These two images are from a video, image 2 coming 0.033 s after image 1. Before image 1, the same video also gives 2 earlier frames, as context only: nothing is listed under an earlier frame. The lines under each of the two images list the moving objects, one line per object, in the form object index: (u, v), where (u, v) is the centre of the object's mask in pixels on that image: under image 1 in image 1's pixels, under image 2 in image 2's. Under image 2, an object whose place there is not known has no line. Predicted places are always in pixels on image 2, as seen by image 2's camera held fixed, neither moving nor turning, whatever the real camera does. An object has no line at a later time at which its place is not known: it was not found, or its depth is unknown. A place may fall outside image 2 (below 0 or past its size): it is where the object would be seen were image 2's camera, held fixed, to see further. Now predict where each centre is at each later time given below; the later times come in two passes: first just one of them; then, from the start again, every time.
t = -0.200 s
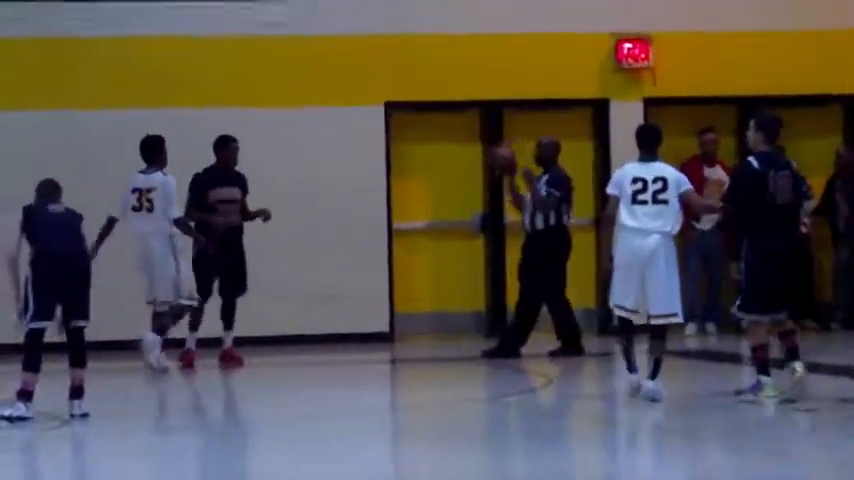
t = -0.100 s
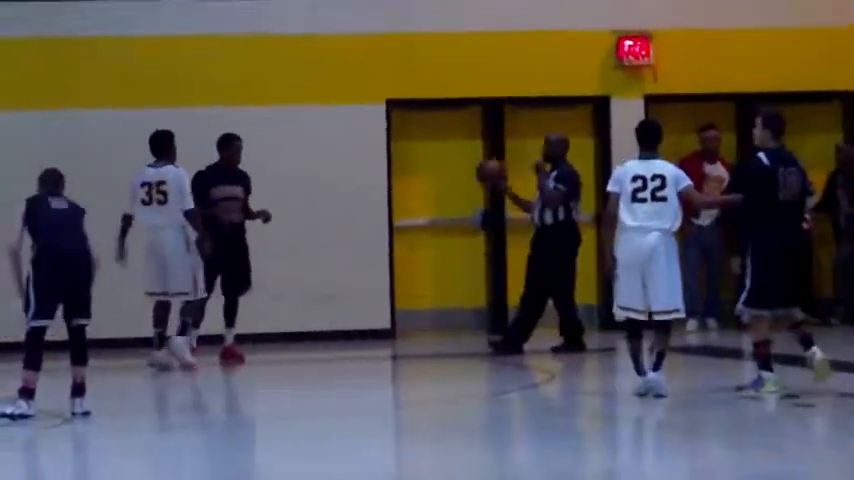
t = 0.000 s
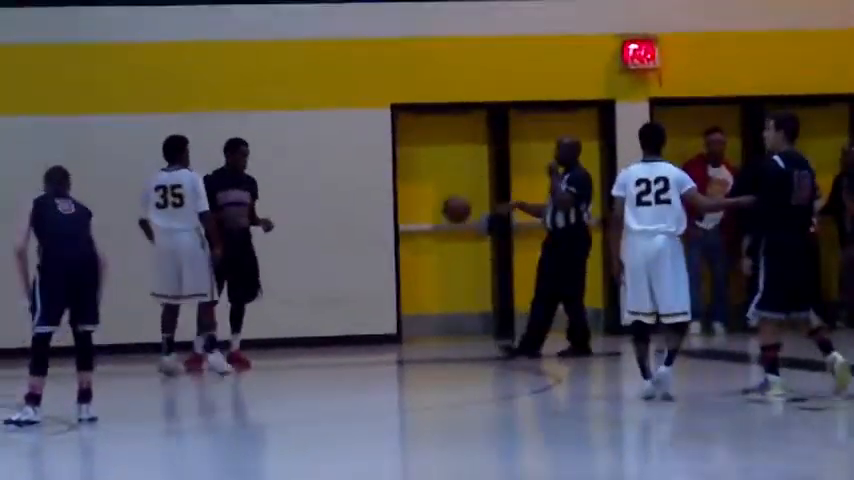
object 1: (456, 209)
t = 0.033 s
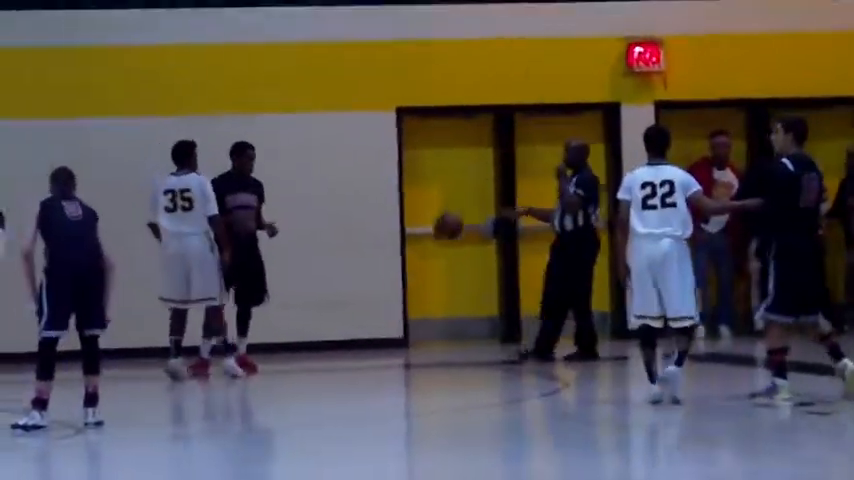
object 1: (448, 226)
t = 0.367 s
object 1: (334, 295)
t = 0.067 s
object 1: (434, 241)
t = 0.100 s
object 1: (421, 259)
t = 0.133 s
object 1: (405, 278)
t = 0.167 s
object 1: (390, 297)
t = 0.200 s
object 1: (378, 318)
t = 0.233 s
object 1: (367, 340)
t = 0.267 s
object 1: (357, 346)
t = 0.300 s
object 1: (349, 327)
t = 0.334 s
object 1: (341, 310)
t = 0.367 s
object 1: (334, 295)
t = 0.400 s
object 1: (328, 282)
